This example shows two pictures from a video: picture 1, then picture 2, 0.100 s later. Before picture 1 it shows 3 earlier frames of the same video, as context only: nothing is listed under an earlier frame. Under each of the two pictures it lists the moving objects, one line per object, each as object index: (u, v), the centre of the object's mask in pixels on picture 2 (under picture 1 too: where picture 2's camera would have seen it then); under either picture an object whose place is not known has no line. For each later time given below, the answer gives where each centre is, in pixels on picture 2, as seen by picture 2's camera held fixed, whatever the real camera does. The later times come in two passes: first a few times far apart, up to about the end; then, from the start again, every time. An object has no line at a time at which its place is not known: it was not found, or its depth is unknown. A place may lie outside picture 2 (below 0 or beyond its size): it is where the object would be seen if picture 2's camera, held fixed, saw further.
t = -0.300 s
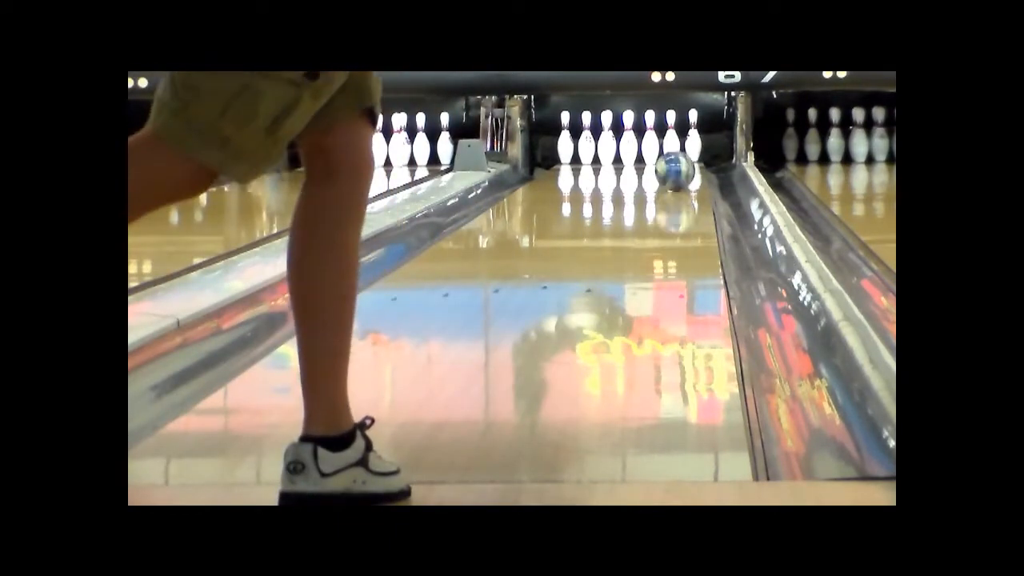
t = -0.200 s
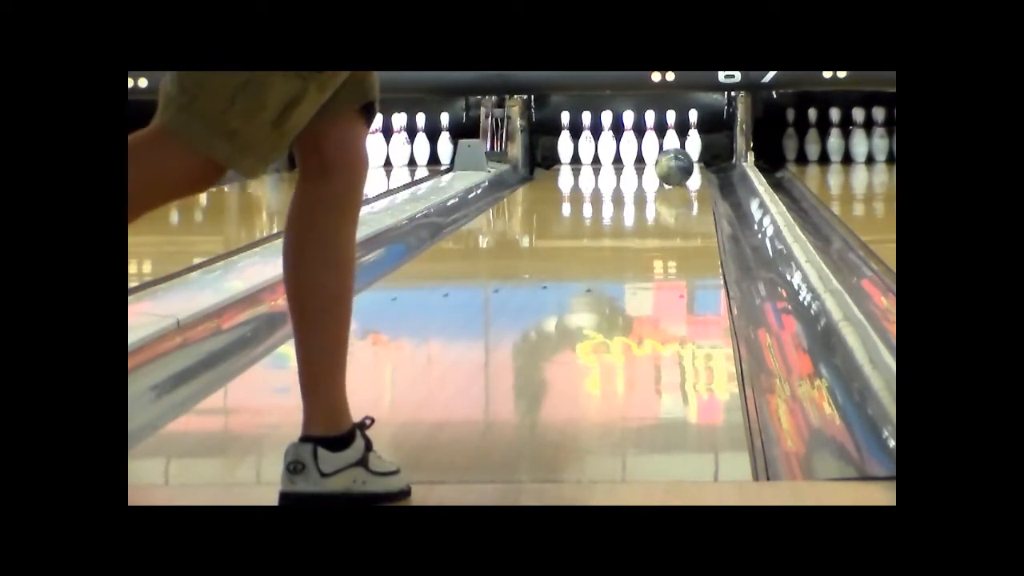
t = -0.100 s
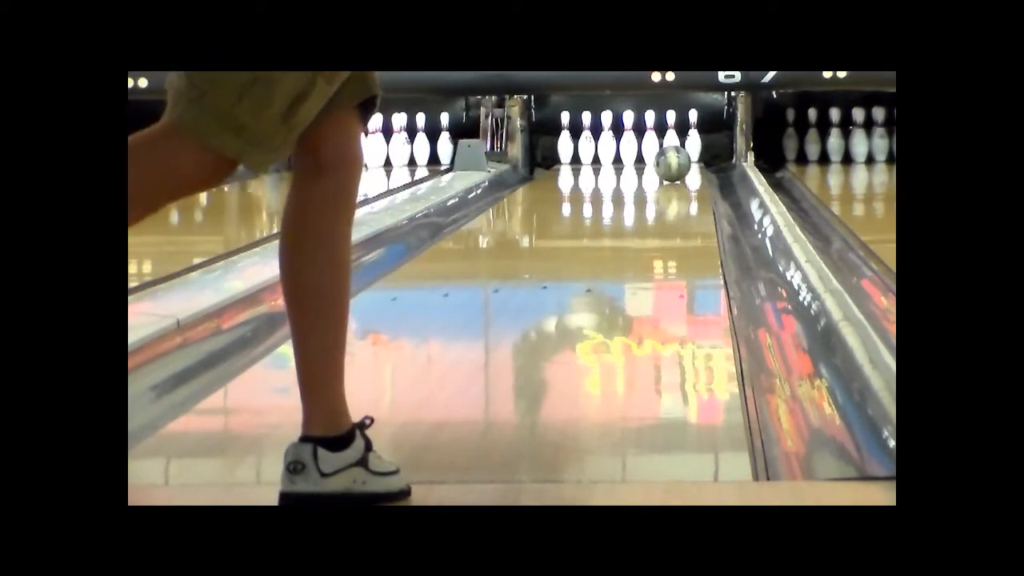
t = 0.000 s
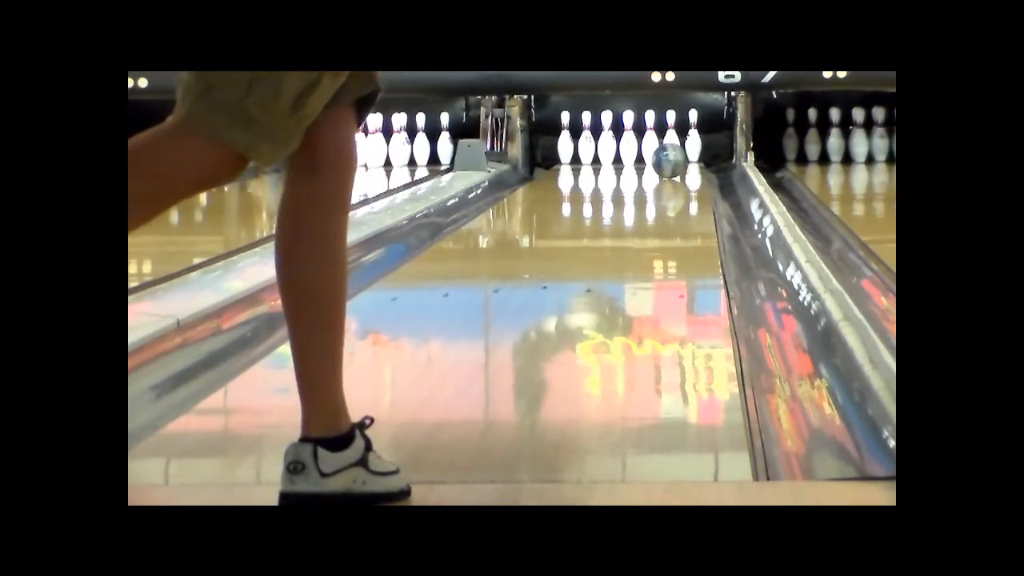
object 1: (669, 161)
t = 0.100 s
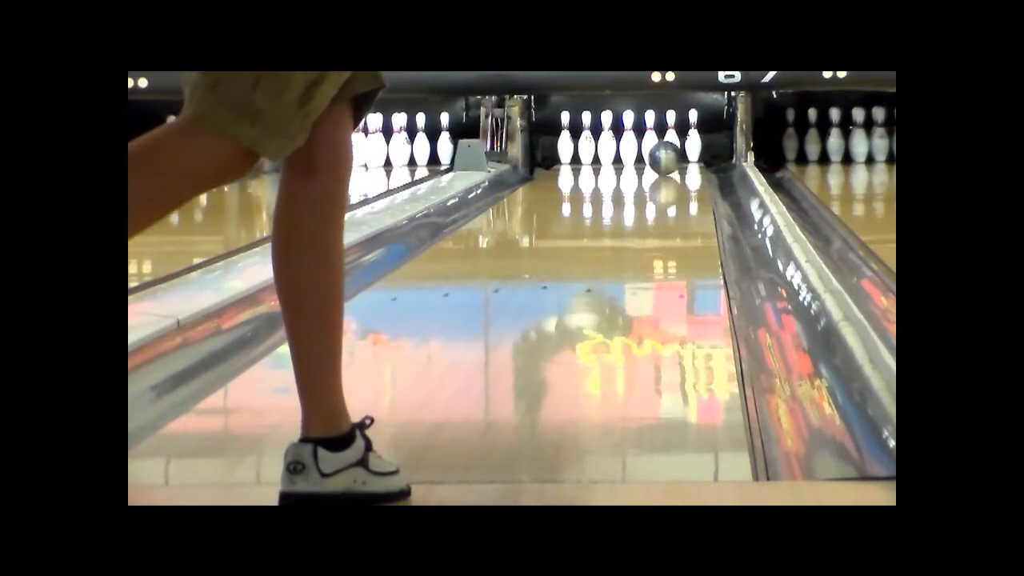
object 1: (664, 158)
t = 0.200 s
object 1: (659, 156)
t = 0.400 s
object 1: (645, 151)
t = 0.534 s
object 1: (646, 149)
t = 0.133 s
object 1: (663, 157)
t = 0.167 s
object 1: (661, 156)
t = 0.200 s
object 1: (659, 156)
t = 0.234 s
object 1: (657, 155)
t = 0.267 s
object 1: (655, 155)
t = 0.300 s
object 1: (652, 154)
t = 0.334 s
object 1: (650, 153)
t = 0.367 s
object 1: (648, 152)
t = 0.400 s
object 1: (645, 151)
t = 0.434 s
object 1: (644, 151)
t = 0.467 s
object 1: (646, 150)
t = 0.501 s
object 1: (646, 150)
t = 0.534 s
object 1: (646, 149)
